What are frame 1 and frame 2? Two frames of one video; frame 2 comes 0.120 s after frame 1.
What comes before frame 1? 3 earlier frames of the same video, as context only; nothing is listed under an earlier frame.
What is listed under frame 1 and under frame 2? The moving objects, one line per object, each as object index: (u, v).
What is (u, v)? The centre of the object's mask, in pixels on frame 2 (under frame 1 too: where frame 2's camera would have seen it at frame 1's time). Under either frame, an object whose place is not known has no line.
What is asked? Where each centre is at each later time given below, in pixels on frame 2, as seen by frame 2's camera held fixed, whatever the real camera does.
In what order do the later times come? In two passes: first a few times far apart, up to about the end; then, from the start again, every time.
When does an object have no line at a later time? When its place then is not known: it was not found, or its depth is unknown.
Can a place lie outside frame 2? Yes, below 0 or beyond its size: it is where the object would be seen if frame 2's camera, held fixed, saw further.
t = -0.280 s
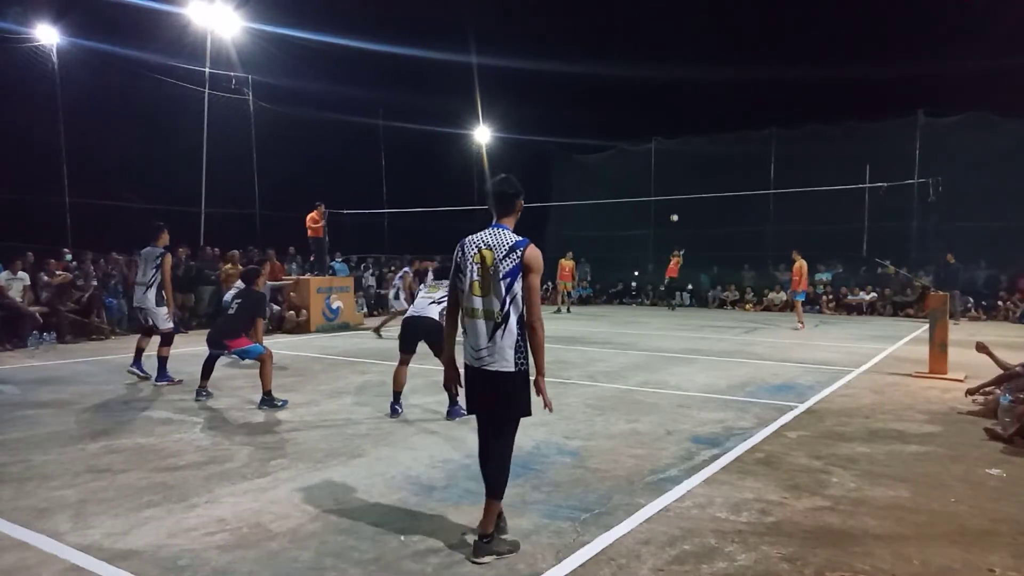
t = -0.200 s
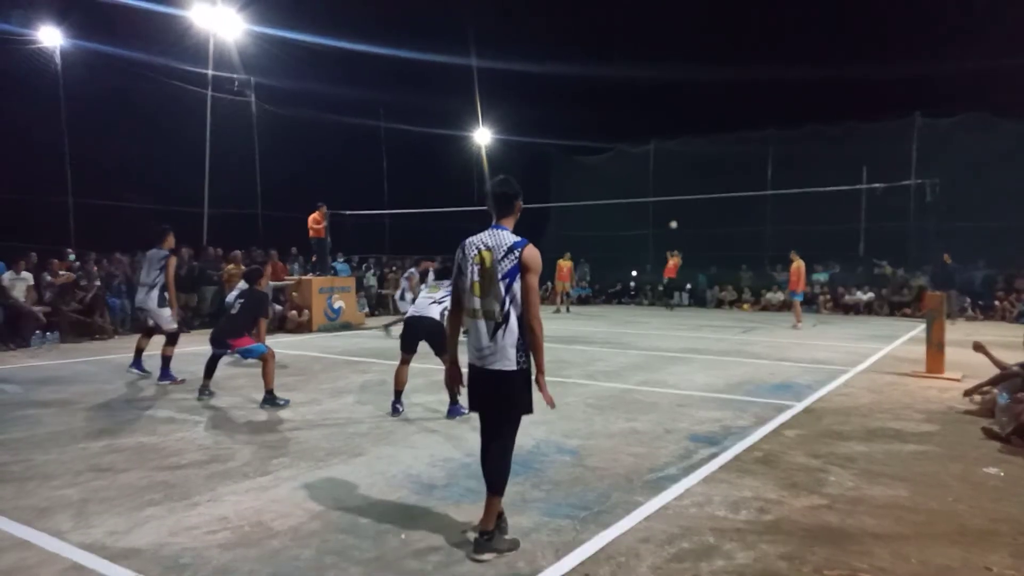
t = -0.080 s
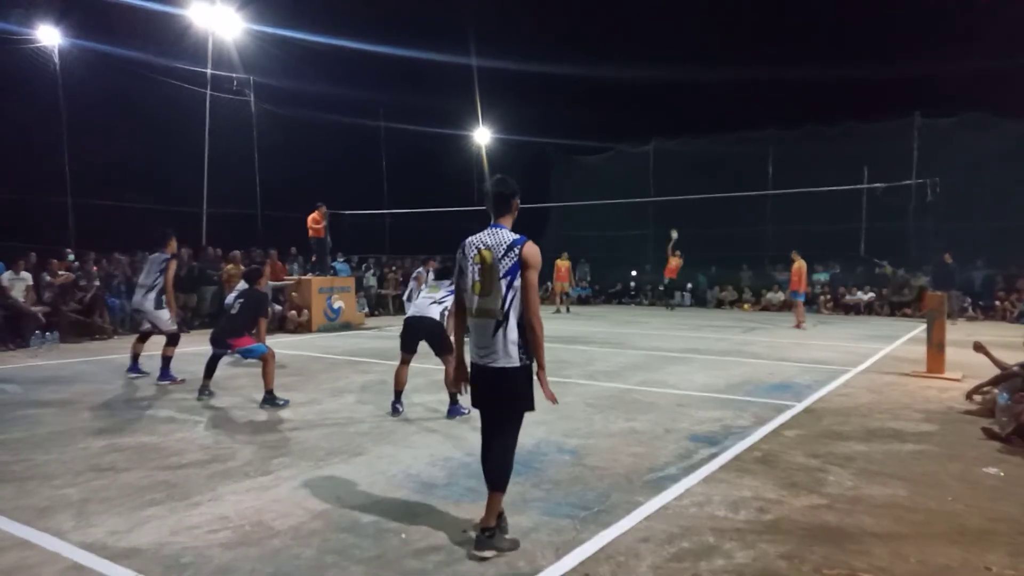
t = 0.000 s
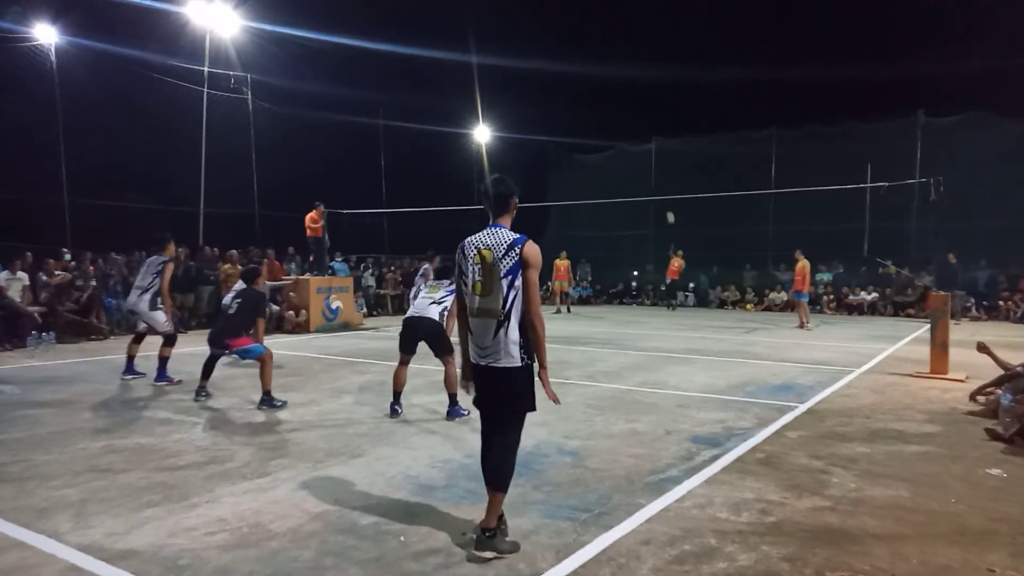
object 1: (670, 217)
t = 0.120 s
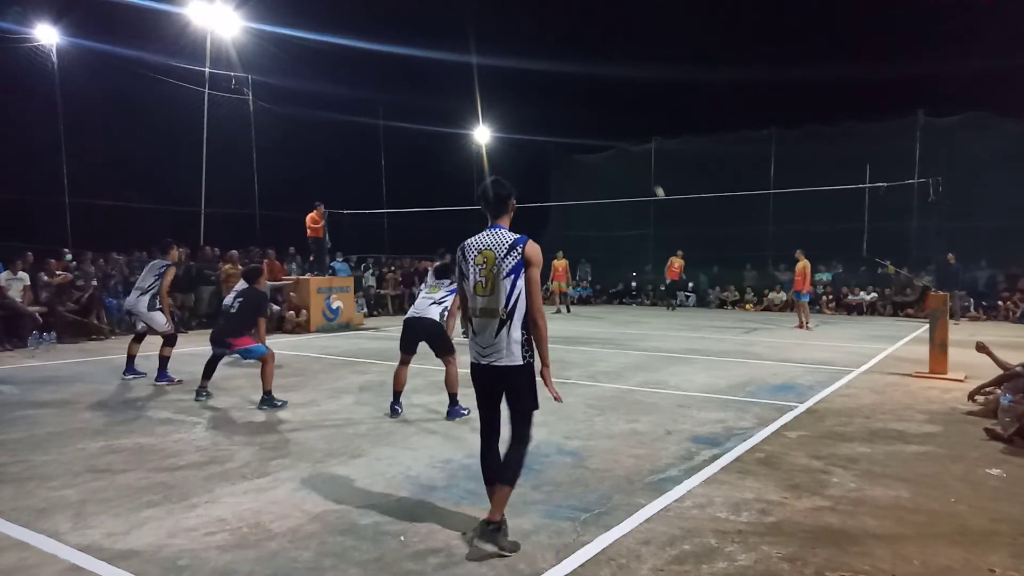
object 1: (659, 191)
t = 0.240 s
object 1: (647, 168)
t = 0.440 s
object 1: (623, 130)
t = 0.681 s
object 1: (585, 97)
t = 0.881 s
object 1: (544, 90)
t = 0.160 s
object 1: (655, 184)
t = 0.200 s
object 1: (651, 176)
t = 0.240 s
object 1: (647, 168)
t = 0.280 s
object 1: (643, 159)
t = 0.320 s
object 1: (638, 152)
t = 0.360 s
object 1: (633, 144)
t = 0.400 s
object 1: (628, 137)
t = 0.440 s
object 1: (623, 130)
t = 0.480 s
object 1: (618, 123)
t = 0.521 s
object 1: (612, 117)
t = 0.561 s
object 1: (606, 111)
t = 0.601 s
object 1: (599, 105)
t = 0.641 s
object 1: (592, 101)
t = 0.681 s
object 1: (585, 97)
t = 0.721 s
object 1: (577, 94)
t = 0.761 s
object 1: (569, 91)
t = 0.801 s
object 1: (561, 90)
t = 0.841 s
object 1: (553, 89)
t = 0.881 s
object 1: (544, 90)
